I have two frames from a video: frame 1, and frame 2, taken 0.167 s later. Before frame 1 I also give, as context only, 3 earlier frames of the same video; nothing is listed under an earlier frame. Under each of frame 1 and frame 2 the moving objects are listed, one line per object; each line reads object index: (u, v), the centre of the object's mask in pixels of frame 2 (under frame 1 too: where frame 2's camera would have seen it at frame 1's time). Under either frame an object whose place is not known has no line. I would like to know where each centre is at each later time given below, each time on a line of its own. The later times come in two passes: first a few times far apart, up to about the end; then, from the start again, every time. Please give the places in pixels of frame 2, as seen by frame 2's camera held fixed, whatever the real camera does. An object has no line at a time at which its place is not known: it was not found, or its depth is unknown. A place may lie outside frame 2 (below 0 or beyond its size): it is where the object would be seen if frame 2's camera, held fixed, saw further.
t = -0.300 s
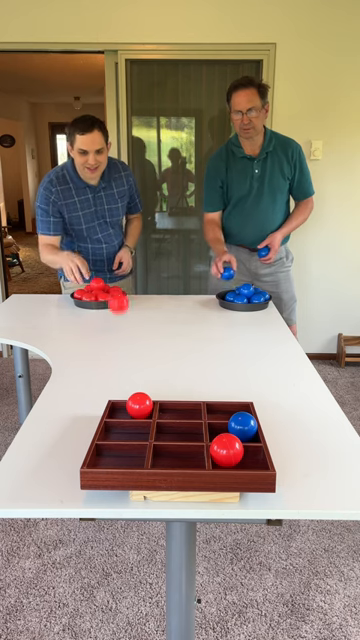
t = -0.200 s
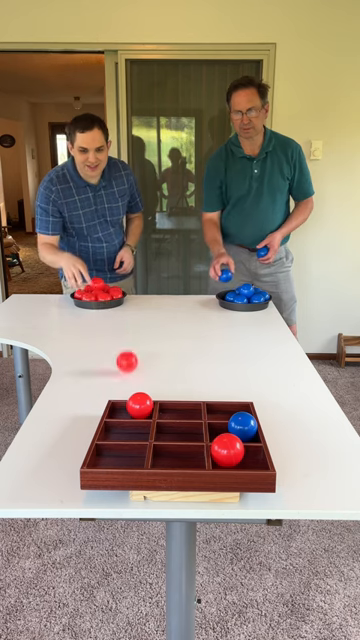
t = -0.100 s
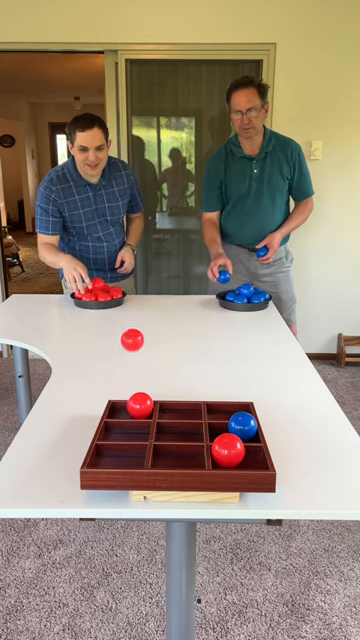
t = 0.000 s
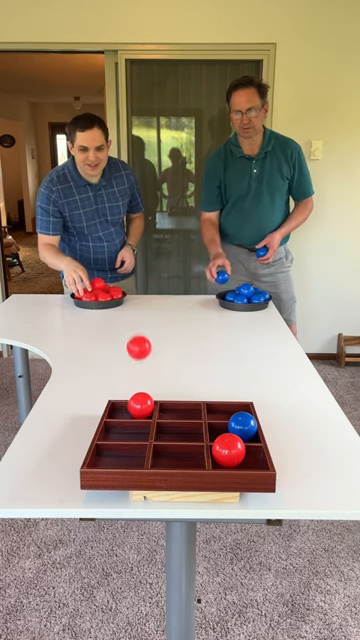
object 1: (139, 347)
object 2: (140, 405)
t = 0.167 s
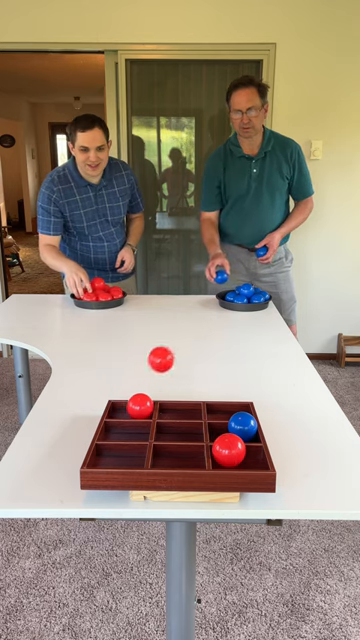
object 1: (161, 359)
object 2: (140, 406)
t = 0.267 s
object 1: (179, 367)
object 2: (139, 407)
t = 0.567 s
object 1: (158, 389)
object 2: (126, 407)
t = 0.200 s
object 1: (167, 358)
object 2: (140, 406)
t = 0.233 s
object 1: (173, 360)
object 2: (139, 406)
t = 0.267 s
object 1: (179, 367)
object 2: (139, 407)
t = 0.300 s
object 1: (185, 377)
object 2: (139, 407)
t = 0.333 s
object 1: (191, 392)
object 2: (139, 407)
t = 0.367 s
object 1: (186, 395)
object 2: (139, 407)
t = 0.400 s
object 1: (174, 393)
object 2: (139, 407)
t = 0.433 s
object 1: (163, 394)
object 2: (139, 407)
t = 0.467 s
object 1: (162, 389)
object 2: (136, 407)
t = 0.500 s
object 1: (161, 388)
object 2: (132, 407)
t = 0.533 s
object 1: (160, 390)
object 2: (129, 407)
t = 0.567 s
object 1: (158, 389)
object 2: (126, 407)
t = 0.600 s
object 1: (157, 388)
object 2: (123, 407)
